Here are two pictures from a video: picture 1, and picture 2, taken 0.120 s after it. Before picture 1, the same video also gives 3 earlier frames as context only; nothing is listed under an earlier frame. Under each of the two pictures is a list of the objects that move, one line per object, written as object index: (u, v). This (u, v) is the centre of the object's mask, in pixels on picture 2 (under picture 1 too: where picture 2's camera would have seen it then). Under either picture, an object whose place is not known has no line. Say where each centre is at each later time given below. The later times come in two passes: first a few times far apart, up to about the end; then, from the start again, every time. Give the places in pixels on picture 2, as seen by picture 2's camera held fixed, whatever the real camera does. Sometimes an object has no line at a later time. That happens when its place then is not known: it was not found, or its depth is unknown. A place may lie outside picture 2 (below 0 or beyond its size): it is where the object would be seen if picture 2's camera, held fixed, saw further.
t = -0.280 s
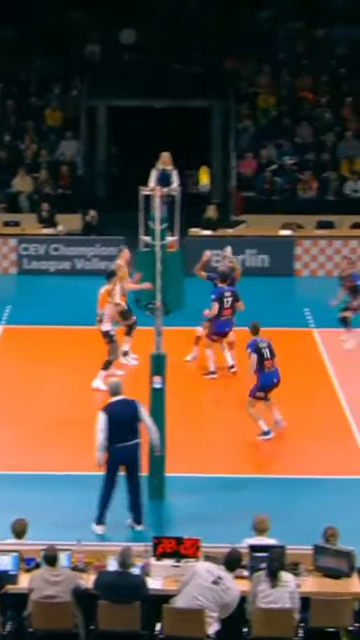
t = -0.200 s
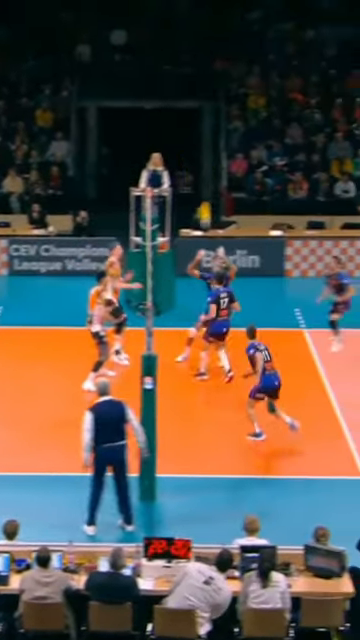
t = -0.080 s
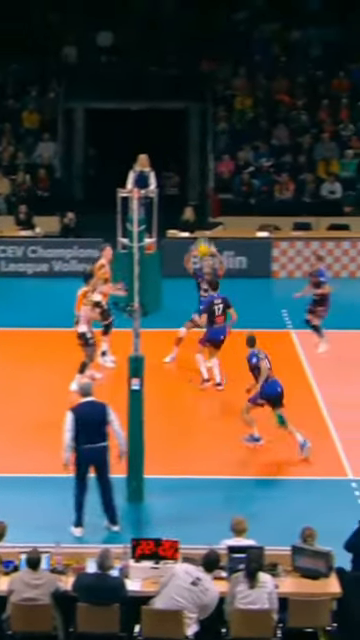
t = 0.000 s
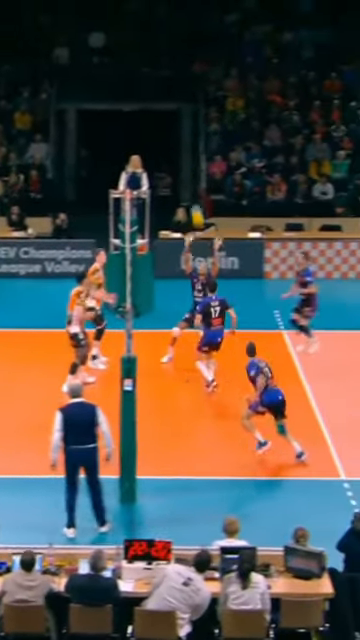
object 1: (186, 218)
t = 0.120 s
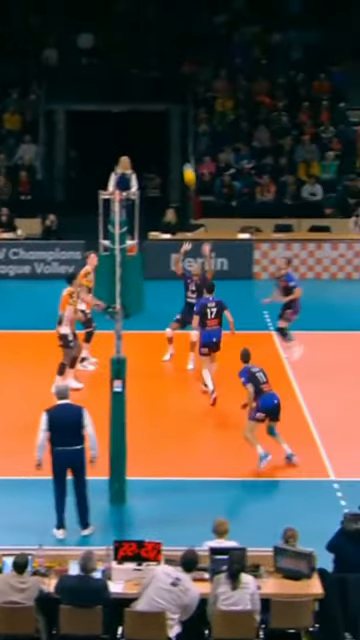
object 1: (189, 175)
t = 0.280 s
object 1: (192, 130)
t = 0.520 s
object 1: (196, 92)
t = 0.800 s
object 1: (199, 91)
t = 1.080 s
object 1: (201, 135)
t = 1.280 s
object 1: (201, 194)
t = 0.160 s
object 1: (190, 163)
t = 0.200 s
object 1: (191, 150)
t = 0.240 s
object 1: (191, 140)
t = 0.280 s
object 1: (192, 130)
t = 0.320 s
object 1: (192, 121)
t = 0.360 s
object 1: (193, 114)
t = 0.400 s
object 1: (194, 106)
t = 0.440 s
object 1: (195, 101)
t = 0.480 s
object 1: (196, 96)
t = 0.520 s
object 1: (196, 92)
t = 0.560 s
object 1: (197, 89)
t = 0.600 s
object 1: (197, 87)
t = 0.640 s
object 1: (197, 86)
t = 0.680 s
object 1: (198, 85)
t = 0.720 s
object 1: (198, 86)
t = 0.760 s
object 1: (199, 88)
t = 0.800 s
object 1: (199, 91)
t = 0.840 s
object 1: (200, 94)
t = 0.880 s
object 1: (200, 98)
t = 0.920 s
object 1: (200, 104)
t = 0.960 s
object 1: (200, 110)
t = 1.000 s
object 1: (200, 118)
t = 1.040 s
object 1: (200, 126)
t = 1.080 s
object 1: (201, 135)
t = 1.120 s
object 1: (201, 145)
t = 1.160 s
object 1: (201, 155)
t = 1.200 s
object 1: (201, 167)
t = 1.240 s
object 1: (202, 180)
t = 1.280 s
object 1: (201, 194)
